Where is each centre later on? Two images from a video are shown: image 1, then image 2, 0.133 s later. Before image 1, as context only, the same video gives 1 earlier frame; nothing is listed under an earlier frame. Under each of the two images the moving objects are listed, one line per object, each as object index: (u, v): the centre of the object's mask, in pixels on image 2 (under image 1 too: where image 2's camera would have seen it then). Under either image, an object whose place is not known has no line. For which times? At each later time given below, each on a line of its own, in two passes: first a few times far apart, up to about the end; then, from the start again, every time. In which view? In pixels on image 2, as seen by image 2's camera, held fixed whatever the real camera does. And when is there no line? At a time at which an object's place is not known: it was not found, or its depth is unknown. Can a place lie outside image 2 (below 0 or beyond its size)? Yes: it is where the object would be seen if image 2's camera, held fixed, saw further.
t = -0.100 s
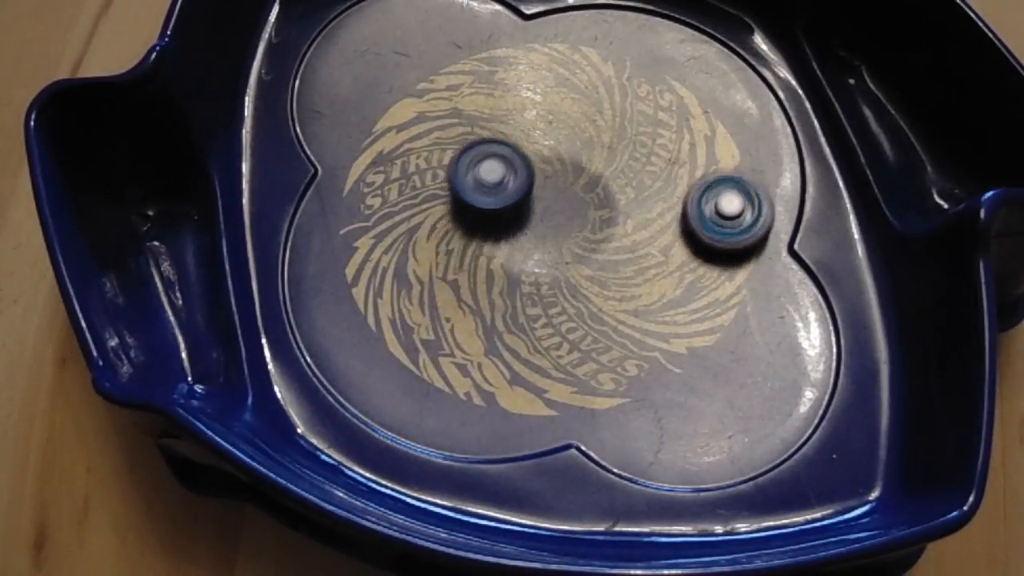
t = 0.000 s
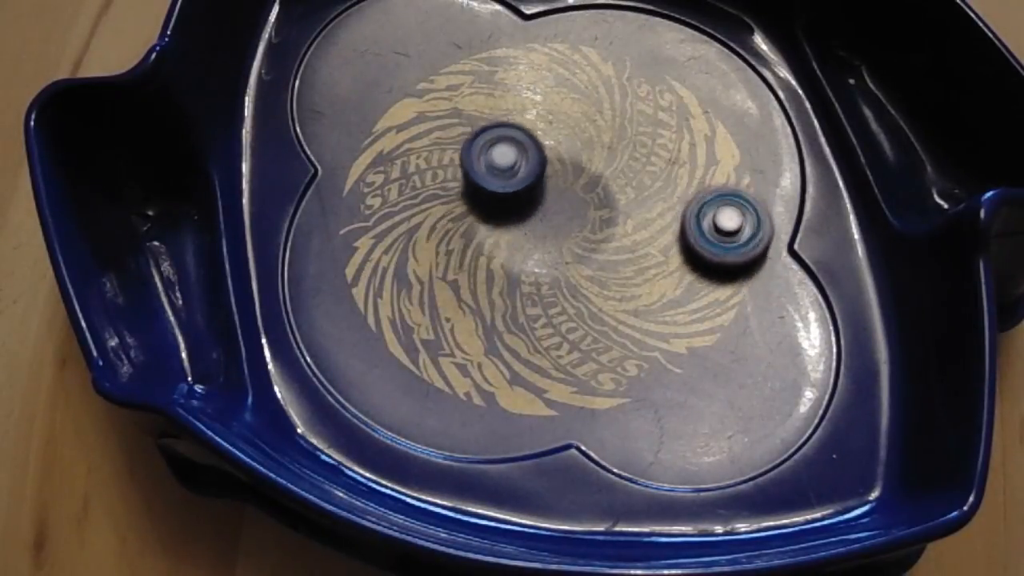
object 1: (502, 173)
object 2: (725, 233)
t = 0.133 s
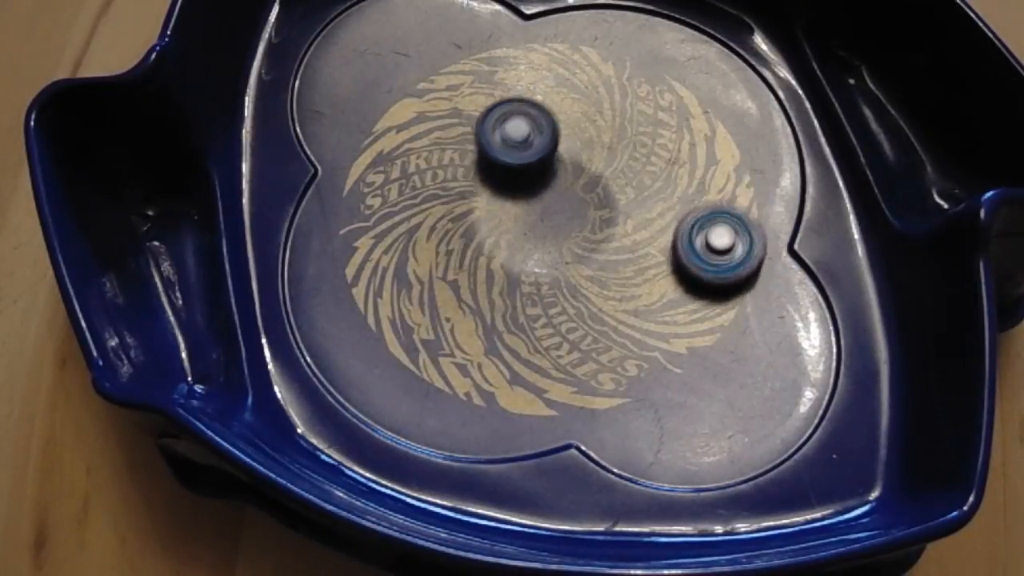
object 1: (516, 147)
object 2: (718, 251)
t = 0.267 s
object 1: (538, 116)
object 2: (707, 270)
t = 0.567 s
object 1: (545, 63)
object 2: (672, 310)
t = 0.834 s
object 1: (527, 91)
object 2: (638, 328)
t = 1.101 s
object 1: (584, 139)
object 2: (598, 331)
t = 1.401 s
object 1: (679, 155)
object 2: (542, 326)
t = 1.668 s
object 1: (700, 121)
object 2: (499, 330)
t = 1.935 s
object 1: (634, 133)
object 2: (478, 336)
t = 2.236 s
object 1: (585, 204)
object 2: (492, 312)
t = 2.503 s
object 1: (730, 194)
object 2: (341, 331)
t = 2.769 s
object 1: (782, 123)
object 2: (304, 348)
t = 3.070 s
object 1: (762, 120)
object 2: (298, 307)
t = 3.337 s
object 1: (708, 174)
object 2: (323, 255)
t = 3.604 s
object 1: (656, 249)
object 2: (376, 206)
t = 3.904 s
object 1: (585, 329)
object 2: (452, 162)
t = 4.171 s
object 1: (522, 381)
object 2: (526, 141)
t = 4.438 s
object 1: (485, 397)
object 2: (599, 144)
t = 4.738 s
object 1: (476, 358)
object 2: (670, 175)
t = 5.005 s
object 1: (465, 287)
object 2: (707, 223)
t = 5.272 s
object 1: (440, 218)
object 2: (710, 274)
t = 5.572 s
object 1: (418, 164)
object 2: (675, 325)
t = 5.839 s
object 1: (430, 146)
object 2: (621, 346)
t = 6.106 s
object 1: (472, 134)
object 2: (555, 342)
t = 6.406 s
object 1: (525, 116)
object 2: (484, 309)
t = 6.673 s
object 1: (573, 108)
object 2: (444, 262)
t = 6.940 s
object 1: (611, 100)
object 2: (433, 206)
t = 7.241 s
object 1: (629, 105)
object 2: (456, 150)
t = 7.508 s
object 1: (633, 131)
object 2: (500, 115)
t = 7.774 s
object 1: (654, 167)
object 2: (560, 103)
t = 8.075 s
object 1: (676, 196)
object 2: (624, 116)
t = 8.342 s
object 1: (687, 238)
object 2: (664, 143)
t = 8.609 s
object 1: (696, 297)
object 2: (693, 181)
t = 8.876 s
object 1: (684, 331)
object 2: (688, 227)
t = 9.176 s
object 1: (632, 369)
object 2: (648, 234)
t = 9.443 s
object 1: (570, 389)
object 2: (593, 218)
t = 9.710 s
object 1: (502, 361)
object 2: (548, 179)
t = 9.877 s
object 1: (470, 330)
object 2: (525, 163)
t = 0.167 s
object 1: (522, 139)
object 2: (715, 256)
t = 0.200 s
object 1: (528, 131)
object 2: (712, 261)
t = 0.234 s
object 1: (533, 123)
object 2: (709, 266)
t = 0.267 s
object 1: (538, 116)
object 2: (707, 270)
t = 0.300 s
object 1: (543, 108)
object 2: (703, 274)
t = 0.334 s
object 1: (546, 101)
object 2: (699, 280)
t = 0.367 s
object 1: (549, 94)
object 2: (695, 284)
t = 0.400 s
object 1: (551, 86)
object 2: (692, 288)
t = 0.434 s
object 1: (552, 80)
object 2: (688, 292)
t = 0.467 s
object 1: (551, 74)
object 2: (684, 296)
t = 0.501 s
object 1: (550, 69)
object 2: (681, 301)
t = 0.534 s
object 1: (548, 65)
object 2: (677, 305)
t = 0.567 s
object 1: (545, 63)
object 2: (672, 310)
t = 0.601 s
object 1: (542, 63)
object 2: (668, 312)
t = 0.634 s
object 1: (537, 64)
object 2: (664, 315)
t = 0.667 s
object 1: (533, 66)
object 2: (660, 318)
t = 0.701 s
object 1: (530, 70)
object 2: (656, 320)
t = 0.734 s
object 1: (527, 74)
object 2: (652, 323)
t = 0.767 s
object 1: (525, 79)
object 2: (648, 325)
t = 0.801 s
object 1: (526, 85)
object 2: (643, 326)
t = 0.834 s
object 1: (527, 91)
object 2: (638, 328)
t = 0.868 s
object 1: (532, 97)
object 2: (634, 329)
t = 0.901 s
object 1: (538, 102)
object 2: (629, 329)
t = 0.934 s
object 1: (544, 108)
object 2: (624, 330)
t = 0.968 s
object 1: (550, 115)
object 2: (619, 331)
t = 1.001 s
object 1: (557, 121)
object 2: (614, 332)
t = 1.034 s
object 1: (565, 128)
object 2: (609, 332)
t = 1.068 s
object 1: (574, 134)
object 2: (604, 331)
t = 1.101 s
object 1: (584, 139)
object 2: (598, 331)
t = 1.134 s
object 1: (595, 144)
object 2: (592, 330)
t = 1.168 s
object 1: (607, 147)
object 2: (586, 329)
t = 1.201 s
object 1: (617, 150)
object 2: (580, 329)
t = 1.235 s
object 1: (629, 152)
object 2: (573, 329)
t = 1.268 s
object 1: (641, 154)
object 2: (567, 329)
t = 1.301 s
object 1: (651, 155)
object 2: (561, 328)
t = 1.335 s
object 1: (661, 156)
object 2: (554, 327)
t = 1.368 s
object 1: (671, 156)
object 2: (548, 327)
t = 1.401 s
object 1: (679, 155)
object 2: (542, 326)
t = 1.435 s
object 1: (687, 152)
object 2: (537, 325)
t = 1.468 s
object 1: (694, 150)
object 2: (532, 325)
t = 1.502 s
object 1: (699, 146)
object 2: (525, 326)
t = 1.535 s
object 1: (703, 141)
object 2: (520, 326)
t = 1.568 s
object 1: (705, 136)
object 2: (514, 327)
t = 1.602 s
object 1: (705, 131)
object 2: (509, 328)
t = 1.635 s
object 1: (703, 126)
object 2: (503, 329)
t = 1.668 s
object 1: (700, 121)
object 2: (499, 330)
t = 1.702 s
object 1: (694, 118)
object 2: (495, 330)
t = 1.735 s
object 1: (686, 116)
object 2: (491, 331)
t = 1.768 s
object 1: (678, 115)
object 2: (487, 332)
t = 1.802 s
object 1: (668, 117)
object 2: (484, 332)
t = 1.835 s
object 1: (659, 120)
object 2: (482, 333)
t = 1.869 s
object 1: (650, 123)
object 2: (480, 334)
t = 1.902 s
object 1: (642, 128)
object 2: (479, 335)
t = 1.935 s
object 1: (634, 133)
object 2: (478, 336)
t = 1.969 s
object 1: (627, 141)
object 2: (479, 336)
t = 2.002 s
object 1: (621, 149)
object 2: (479, 335)
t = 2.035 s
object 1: (617, 158)
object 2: (480, 333)
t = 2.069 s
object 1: (613, 168)
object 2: (481, 331)
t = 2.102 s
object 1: (610, 177)
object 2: (484, 328)
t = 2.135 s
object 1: (605, 186)
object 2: (485, 326)
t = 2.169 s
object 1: (599, 192)
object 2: (488, 321)
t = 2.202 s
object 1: (592, 198)
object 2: (490, 317)
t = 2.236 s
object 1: (585, 204)
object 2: (492, 312)
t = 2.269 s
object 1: (578, 210)
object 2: (494, 308)
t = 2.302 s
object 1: (572, 217)
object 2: (495, 303)
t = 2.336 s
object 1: (569, 225)
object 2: (498, 297)
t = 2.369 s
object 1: (571, 231)
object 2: (496, 294)
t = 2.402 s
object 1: (615, 221)
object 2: (451, 306)
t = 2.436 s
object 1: (660, 210)
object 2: (411, 317)
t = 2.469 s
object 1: (699, 202)
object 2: (372, 321)
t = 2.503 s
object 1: (730, 194)
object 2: (341, 331)
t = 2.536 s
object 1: (753, 185)
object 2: (326, 343)
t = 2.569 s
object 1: (769, 178)
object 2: (312, 348)
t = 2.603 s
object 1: (782, 169)
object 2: (302, 353)
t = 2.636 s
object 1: (791, 163)
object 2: (303, 353)
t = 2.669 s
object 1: (798, 155)
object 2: (304, 352)
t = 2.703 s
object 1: (794, 143)
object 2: (306, 350)
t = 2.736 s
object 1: (785, 131)
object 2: (305, 350)
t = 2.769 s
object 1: (782, 123)
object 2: (304, 348)
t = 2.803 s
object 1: (779, 113)
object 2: (305, 346)
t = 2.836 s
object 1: (776, 107)
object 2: (302, 344)
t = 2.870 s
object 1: (775, 105)
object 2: (299, 340)
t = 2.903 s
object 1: (776, 105)
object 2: (299, 336)
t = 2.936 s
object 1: (775, 106)
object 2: (300, 330)
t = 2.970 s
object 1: (774, 109)
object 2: (299, 326)
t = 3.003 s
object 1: (771, 112)
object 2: (298, 319)
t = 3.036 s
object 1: (767, 116)
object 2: (297, 314)
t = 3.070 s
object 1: (762, 120)
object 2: (298, 307)
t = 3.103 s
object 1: (756, 123)
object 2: (299, 302)
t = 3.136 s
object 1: (748, 128)
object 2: (301, 295)
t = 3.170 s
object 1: (742, 133)
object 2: (303, 287)
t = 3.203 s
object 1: (734, 141)
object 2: (305, 283)
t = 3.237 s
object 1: (728, 149)
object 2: (309, 274)
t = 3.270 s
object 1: (722, 156)
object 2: (313, 269)
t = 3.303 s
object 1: (715, 164)
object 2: (318, 262)
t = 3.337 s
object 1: (708, 174)
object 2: (323, 255)
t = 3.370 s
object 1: (702, 183)
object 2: (328, 249)
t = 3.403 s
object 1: (696, 191)
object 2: (333, 243)
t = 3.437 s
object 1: (689, 201)
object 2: (339, 238)
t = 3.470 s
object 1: (682, 211)
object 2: (345, 229)
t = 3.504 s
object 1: (676, 220)
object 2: (352, 224)
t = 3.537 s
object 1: (669, 230)
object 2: (359, 218)
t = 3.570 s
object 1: (663, 240)
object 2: (367, 211)
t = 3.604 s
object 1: (656, 249)
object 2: (376, 206)
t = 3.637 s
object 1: (649, 258)
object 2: (385, 200)
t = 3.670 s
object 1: (641, 268)
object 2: (393, 195)
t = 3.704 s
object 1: (633, 277)
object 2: (401, 189)
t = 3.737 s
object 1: (625, 286)
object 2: (409, 184)
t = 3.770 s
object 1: (617, 295)
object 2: (418, 179)
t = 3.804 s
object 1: (610, 304)
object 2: (426, 175)
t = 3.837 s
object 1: (602, 313)
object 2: (434, 171)
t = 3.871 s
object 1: (594, 321)
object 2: (444, 166)
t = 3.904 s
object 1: (585, 329)
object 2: (452, 162)
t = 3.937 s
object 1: (577, 336)
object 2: (461, 158)
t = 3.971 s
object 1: (568, 343)
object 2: (470, 155)
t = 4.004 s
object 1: (560, 351)
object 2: (480, 152)
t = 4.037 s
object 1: (553, 357)
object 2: (489, 149)
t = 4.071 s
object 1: (545, 364)
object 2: (497, 147)
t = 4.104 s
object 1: (536, 371)
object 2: (507, 144)
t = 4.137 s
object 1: (529, 376)
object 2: (517, 142)
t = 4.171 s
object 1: (522, 381)
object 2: (526, 141)
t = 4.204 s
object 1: (516, 386)
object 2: (535, 140)
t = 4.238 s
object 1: (510, 390)
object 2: (545, 140)
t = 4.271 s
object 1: (504, 393)
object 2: (554, 139)
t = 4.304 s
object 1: (499, 395)
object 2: (563, 140)
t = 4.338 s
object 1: (495, 397)
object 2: (572, 140)
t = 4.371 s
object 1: (491, 398)
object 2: (582, 141)
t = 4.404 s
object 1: (488, 398)
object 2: (591, 142)
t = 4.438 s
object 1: (485, 397)
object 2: (599, 144)
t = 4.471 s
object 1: (482, 396)
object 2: (608, 146)
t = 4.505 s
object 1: (480, 394)
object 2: (617, 148)
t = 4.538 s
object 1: (479, 391)
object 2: (625, 151)
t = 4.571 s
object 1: (477, 387)
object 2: (634, 154)
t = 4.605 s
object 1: (476, 383)
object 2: (642, 158)
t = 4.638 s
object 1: (476, 377)
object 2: (649, 161)
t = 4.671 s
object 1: (476, 372)
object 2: (656, 166)
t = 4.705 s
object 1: (476, 365)
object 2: (664, 171)
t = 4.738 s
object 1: (476, 358)
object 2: (670, 175)
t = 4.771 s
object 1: (476, 351)
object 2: (676, 181)
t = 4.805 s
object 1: (476, 343)
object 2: (682, 186)
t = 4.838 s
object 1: (475, 333)
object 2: (688, 192)
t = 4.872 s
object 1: (474, 324)
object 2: (693, 197)
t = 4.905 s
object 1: (472, 314)
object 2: (697, 204)
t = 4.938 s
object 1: (470, 305)
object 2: (701, 210)
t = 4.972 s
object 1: (468, 296)
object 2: (704, 216)
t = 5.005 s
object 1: (465, 287)
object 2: (707, 223)
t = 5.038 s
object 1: (462, 278)
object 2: (709, 229)
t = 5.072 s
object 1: (459, 269)
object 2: (711, 235)
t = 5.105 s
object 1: (455, 260)
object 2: (712, 242)
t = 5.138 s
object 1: (452, 252)
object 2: (713, 249)
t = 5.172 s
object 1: (449, 242)
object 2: (713, 255)
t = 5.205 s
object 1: (446, 235)
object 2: (713, 262)
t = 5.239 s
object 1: (443, 226)
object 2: (712, 268)
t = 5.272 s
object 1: (440, 218)
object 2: (710, 274)
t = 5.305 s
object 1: (438, 210)
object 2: (709, 281)
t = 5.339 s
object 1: (435, 203)
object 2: (705, 287)
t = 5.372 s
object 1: (431, 195)
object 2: (703, 294)
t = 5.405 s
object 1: (428, 188)
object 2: (699, 299)
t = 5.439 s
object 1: (425, 183)
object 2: (695, 304)
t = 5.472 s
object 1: (422, 177)
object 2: (691, 310)
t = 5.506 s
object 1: (420, 173)
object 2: (685, 315)
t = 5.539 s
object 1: (419, 168)
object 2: (681, 319)
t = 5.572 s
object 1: (418, 164)
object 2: (675, 325)
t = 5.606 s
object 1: (418, 161)
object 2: (670, 328)
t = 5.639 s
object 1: (418, 158)
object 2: (664, 332)
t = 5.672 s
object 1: (418, 155)
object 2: (657, 335)
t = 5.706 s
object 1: (420, 153)
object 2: (651, 339)
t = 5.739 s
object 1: (421, 151)
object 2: (644, 341)
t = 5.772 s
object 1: (424, 149)
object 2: (636, 344)
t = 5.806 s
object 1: (427, 147)
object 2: (629, 346)
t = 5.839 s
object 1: (430, 146)
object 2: (621, 346)
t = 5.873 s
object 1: (435, 145)
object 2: (613, 348)
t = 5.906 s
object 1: (439, 144)
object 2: (605, 348)
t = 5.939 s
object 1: (444, 143)
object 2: (597, 348)
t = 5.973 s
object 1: (449, 141)
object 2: (589, 347)
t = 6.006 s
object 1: (455, 140)
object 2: (580, 347)
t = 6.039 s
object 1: (460, 139)
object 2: (572, 345)
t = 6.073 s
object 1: (466, 136)
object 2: (563, 343)
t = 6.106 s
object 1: (472, 134)
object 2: (555, 342)
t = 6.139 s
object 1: (478, 132)
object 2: (546, 339)
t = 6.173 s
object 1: (484, 130)
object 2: (538, 337)
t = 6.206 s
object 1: (490, 128)
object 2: (530, 333)
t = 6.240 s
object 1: (496, 125)
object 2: (521, 330)
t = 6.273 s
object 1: (502, 123)
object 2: (513, 326)
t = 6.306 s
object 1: (508, 121)
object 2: (506, 322)
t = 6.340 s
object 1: (514, 119)
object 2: (498, 318)
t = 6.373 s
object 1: (520, 117)
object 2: (491, 314)
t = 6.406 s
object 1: (525, 116)
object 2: (484, 309)
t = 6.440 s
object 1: (531, 114)
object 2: (478, 304)
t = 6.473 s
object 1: (537, 114)
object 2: (471, 298)
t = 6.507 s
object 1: (543, 113)
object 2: (467, 292)
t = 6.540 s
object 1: (549, 112)
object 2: (461, 287)
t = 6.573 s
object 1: (555, 111)
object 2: (456, 281)
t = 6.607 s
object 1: (561, 110)
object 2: (451, 274)
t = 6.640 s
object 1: (567, 109)
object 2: (447, 269)
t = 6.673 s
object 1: (573, 108)
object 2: (444, 262)
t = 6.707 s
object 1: (579, 107)
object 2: (440, 256)
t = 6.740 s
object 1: (584, 107)
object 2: (437, 249)
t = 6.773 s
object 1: (590, 105)
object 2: (435, 242)
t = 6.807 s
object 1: (595, 104)
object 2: (434, 234)
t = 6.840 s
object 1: (600, 103)
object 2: (432, 228)
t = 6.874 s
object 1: (604, 102)
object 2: (432, 220)
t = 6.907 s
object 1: (608, 101)
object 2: (432, 213)
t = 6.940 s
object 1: (611, 100)
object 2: (433, 206)
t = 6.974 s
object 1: (614, 100)
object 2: (433, 200)
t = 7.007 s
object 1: (617, 99)
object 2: (434, 192)
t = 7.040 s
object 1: (619, 99)
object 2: (436, 186)
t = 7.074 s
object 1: (622, 100)
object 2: (438, 179)
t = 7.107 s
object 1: (623, 100)
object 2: (440, 173)
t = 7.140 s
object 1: (625, 101)
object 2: (444, 167)
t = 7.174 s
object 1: (626, 101)
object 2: (447, 161)
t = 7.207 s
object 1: (628, 103)
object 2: (452, 155)
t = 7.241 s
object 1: (629, 105)
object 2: (456, 150)
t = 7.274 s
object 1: (629, 107)
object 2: (461, 144)
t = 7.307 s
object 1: (630, 110)
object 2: (465, 140)
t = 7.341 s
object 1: (630, 113)
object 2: (471, 134)
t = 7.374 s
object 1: (630, 116)
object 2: (476, 130)
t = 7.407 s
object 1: (631, 119)
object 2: (482, 126)
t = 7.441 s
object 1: (631, 123)
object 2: (487, 123)
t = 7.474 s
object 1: (632, 127)
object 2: (494, 118)
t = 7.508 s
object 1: (633, 131)
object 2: (500, 115)
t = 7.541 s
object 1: (635, 136)
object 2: (507, 113)
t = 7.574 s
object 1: (638, 140)
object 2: (514, 110)
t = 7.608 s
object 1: (640, 145)
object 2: (521, 108)
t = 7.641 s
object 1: (642, 149)
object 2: (529, 106)
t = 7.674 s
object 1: (645, 154)
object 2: (537, 105)
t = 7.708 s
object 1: (648, 158)
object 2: (544, 104)
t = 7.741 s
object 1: (651, 163)
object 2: (552, 103)
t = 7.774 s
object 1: (654, 167)
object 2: (560, 103)
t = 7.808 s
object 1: (657, 171)
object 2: (568, 103)
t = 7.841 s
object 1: (660, 175)
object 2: (575, 104)
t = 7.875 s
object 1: (663, 179)
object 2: (582, 105)
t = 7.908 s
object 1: (666, 182)
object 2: (590, 106)
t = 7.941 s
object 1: (668, 185)
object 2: (597, 107)
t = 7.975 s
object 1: (671, 188)
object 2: (604, 109)
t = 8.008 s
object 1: (673, 191)
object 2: (611, 111)
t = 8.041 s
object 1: (675, 194)
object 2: (618, 114)
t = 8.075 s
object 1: (676, 196)
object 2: (624, 116)
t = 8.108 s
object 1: (678, 199)
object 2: (630, 118)
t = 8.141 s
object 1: (679, 201)
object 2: (636, 122)
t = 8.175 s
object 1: (680, 204)
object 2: (642, 124)
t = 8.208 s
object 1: (682, 206)
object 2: (646, 127)
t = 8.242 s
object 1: (683, 209)
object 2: (652, 131)
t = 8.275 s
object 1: (683, 216)
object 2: (656, 132)
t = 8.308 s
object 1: (684, 228)
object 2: (660, 137)
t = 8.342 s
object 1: (687, 238)
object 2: (664, 143)
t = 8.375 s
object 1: (690, 246)
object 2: (670, 147)
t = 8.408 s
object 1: (692, 253)
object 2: (674, 151)
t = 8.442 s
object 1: (694, 261)
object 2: (678, 156)
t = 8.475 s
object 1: (695, 269)
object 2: (682, 160)
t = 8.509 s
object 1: (696, 276)
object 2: (685, 165)
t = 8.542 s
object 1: (696, 283)
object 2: (688, 170)
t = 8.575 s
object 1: (696, 289)
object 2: (690, 175)
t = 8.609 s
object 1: (696, 297)
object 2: (693, 181)
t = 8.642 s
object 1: (696, 304)
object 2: (694, 187)
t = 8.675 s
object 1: (695, 309)
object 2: (695, 192)
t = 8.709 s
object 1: (695, 314)
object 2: (695, 198)
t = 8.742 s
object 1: (693, 319)
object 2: (695, 204)
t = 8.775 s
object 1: (691, 323)
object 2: (694, 210)
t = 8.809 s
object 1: (689, 326)
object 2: (692, 216)
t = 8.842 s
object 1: (687, 329)
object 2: (691, 221)
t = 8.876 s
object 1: (684, 331)
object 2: (688, 227)
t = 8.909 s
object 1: (680, 332)
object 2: (684, 231)
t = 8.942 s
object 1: (677, 333)
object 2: (681, 236)
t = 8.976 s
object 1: (673, 333)
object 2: (676, 239)
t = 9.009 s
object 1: (668, 333)
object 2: (673, 242)
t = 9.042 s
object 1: (662, 335)
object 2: (667, 243)
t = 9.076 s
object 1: (653, 348)
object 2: (664, 240)
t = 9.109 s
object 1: (645, 357)
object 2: (660, 235)
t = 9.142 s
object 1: (639, 363)
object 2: (655, 234)
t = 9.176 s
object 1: (632, 369)
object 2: (648, 234)
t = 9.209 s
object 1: (626, 375)
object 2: (640, 234)
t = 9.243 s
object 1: (619, 379)
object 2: (634, 233)
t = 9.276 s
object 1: (611, 383)
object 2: (628, 233)
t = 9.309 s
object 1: (604, 385)
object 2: (621, 232)
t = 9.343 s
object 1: (595, 387)
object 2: (614, 229)
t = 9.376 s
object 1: (587, 389)
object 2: (606, 226)
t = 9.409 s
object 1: (578, 389)
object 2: (600, 222)
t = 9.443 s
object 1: (570, 389)
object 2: (593, 218)
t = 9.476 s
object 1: (561, 388)
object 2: (587, 212)
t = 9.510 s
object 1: (553, 386)
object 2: (582, 209)
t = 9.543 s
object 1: (544, 384)
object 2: (575, 203)
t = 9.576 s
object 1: (535, 380)
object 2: (570, 198)
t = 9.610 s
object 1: (527, 376)
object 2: (564, 192)
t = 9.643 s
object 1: (518, 372)
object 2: (559, 188)
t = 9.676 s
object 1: (510, 367)
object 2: (554, 184)
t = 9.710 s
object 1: (502, 361)
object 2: (548, 179)
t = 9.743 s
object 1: (495, 356)
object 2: (543, 175)
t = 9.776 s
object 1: (488, 350)
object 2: (538, 172)
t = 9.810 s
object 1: (481, 344)
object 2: (533, 168)
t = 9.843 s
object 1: (475, 337)
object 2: (529, 165)
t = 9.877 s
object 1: (470, 330)
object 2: (525, 163)
